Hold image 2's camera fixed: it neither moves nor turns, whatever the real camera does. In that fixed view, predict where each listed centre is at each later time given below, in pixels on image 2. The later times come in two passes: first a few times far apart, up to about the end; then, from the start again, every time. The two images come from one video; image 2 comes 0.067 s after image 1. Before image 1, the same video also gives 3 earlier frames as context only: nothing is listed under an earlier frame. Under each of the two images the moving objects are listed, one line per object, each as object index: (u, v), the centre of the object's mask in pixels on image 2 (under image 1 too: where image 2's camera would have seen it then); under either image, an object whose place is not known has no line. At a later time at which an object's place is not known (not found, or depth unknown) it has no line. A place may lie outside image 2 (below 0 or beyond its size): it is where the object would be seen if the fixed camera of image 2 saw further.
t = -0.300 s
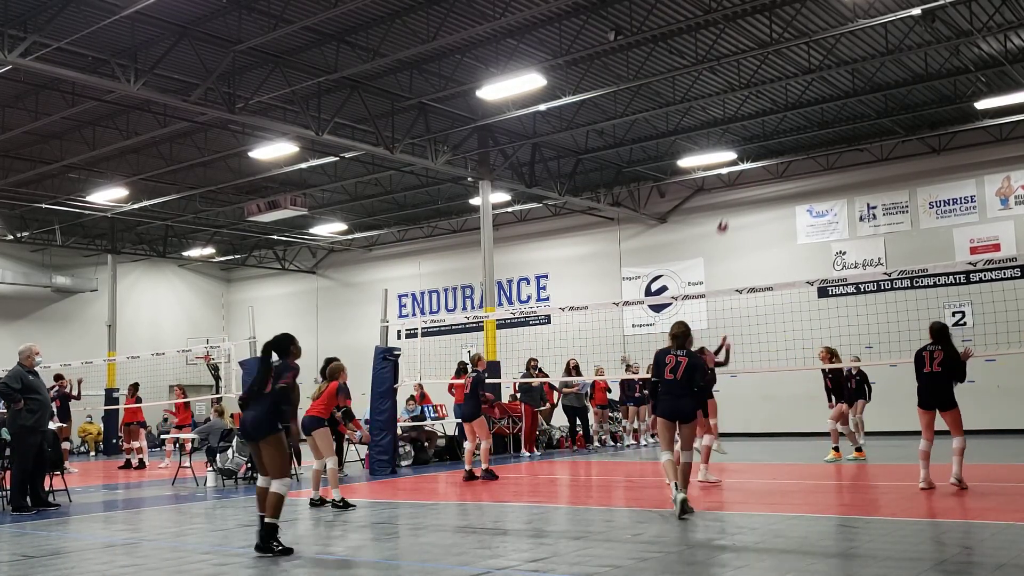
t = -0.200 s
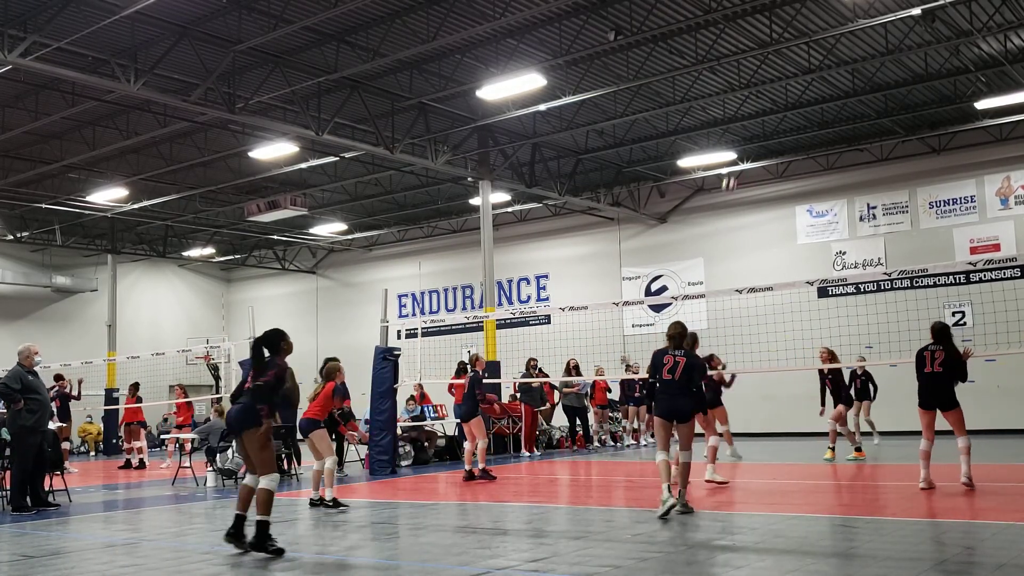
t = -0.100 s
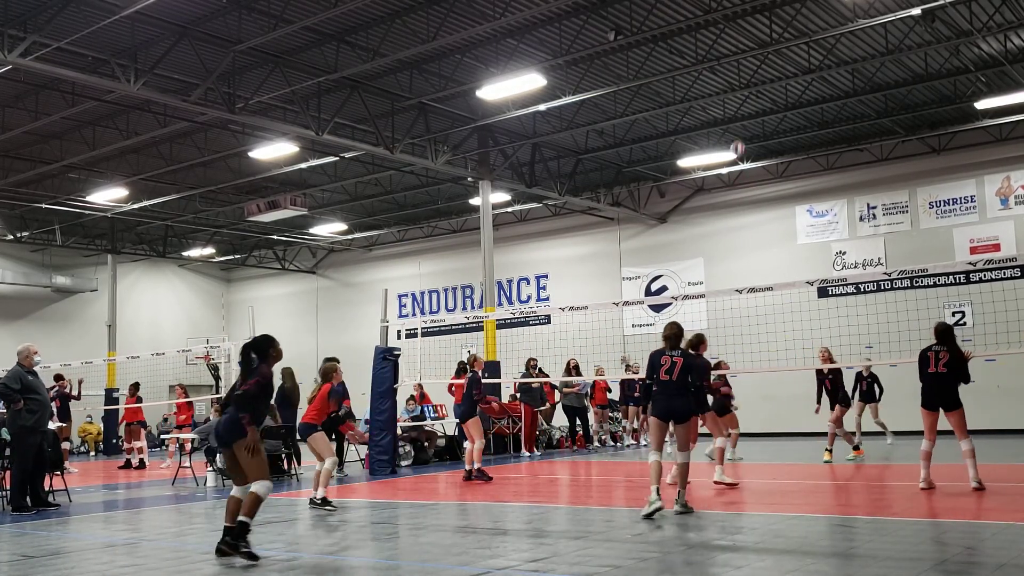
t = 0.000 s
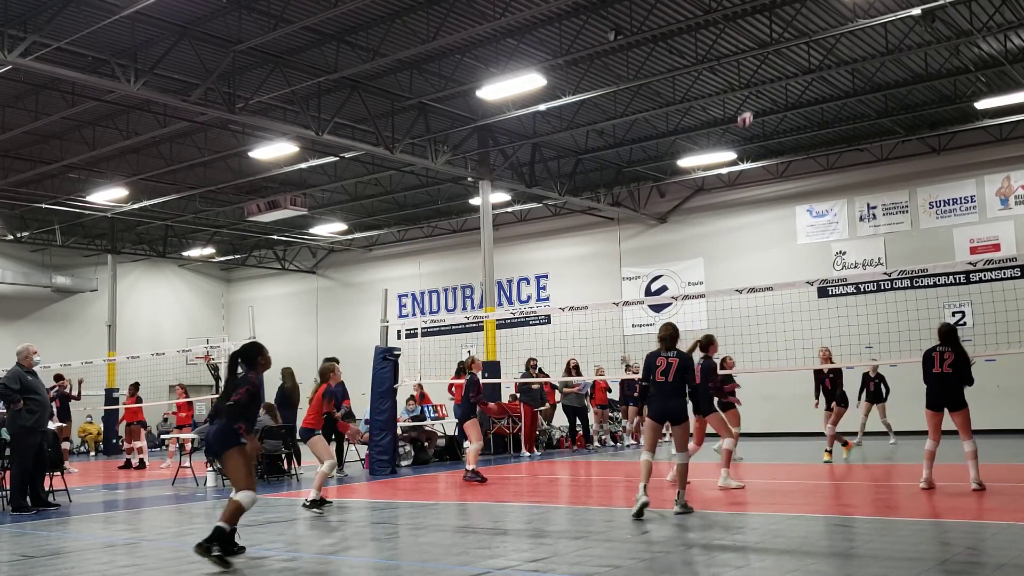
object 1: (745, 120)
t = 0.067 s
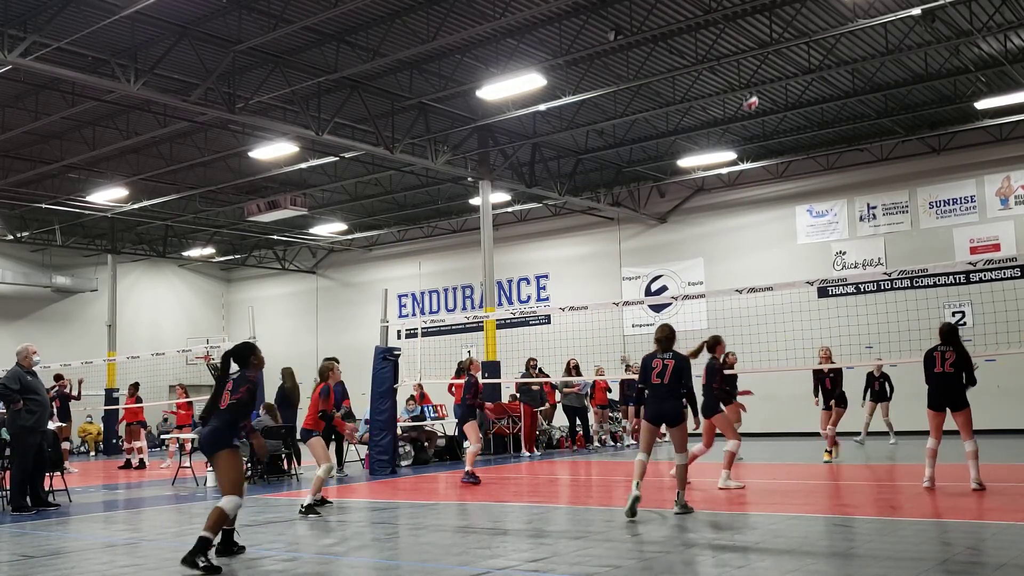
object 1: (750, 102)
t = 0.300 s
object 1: (772, 66)
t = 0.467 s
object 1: (788, 63)
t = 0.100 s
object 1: (754, 95)
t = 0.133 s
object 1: (756, 88)
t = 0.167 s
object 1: (759, 82)
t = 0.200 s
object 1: (762, 77)
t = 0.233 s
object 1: (765, 73)
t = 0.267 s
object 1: (768, 69)
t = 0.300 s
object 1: (772, 66)
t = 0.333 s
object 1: (775, 63)
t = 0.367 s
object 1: (778, 62)
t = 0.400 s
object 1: (781, 62)
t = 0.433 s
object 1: (785, 62)
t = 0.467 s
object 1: (788, 63)
